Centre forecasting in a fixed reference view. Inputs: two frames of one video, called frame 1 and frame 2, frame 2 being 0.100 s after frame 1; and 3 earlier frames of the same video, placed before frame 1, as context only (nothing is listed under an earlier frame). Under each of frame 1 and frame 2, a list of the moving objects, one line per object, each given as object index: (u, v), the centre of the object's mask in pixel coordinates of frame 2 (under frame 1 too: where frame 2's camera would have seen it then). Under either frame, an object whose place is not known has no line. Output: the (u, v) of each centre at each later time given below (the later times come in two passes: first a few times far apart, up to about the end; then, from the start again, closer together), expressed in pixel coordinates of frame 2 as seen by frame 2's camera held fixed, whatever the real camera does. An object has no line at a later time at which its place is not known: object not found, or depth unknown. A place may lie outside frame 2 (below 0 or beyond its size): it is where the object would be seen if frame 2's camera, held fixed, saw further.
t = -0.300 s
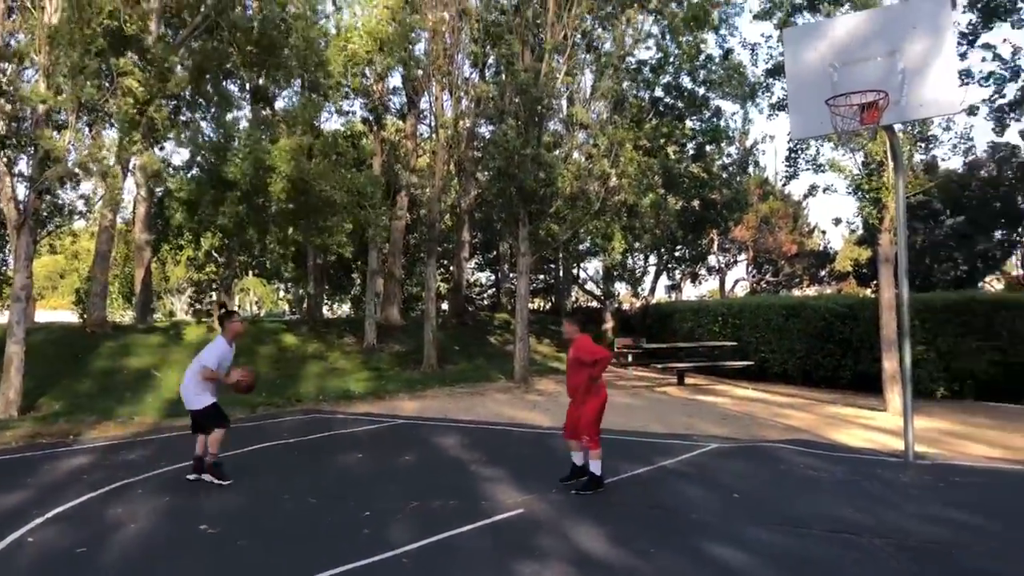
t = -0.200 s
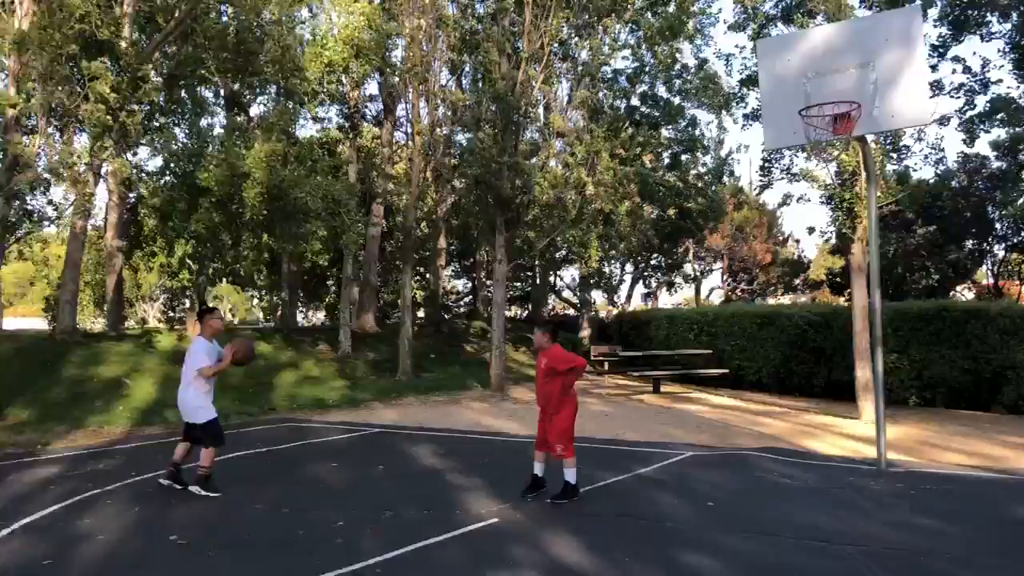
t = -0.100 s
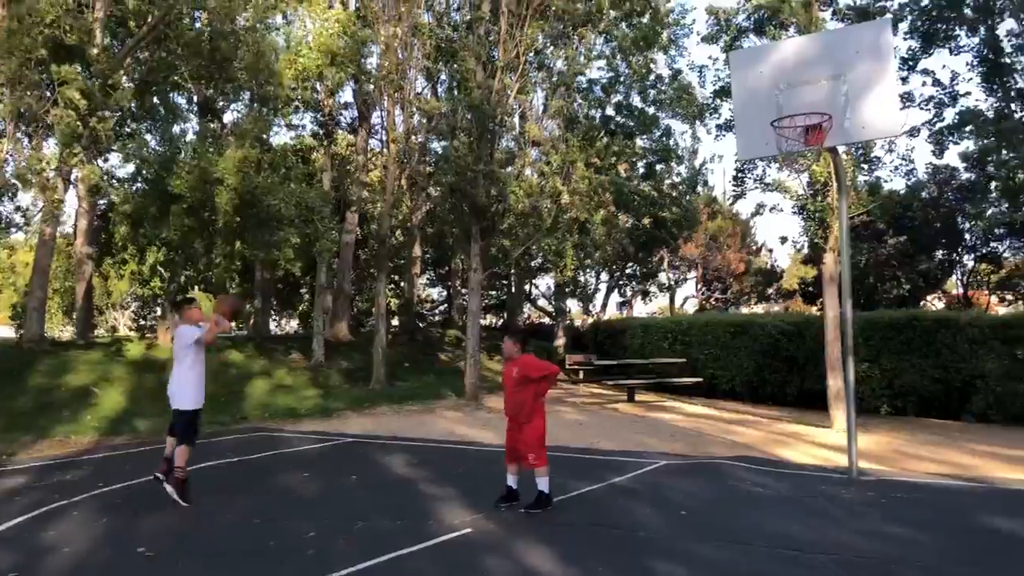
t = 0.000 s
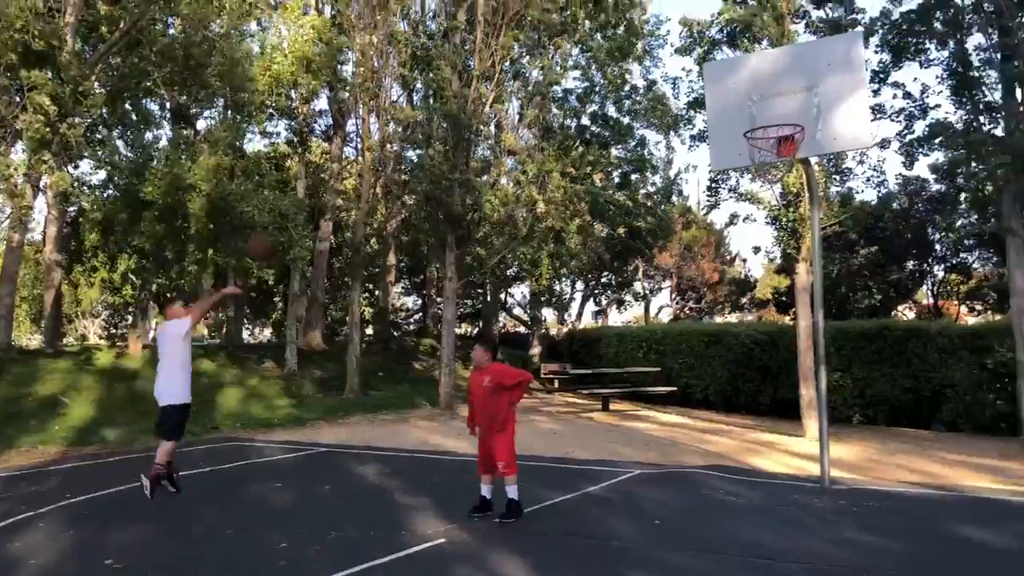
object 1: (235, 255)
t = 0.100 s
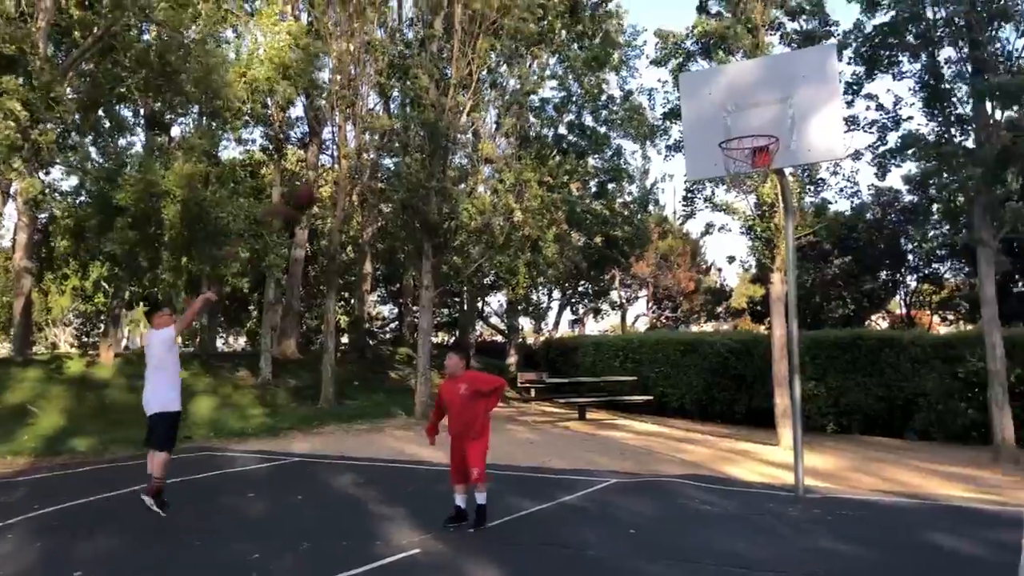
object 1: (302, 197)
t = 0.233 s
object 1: (385, 140)
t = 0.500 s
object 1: (546, 85)
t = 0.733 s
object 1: (681, 101)
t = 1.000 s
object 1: (752, 163)
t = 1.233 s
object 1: (769, 216)
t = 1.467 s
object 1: (792, 343)
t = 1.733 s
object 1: (818, 483)
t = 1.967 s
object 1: (812, 355)
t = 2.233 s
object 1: (816, 301)
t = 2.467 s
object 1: (820, 326)
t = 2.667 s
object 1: (825, 407)
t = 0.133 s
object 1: (322, 181)
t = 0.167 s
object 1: (345, 167)
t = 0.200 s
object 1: (366, 152)
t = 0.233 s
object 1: (385, 140)
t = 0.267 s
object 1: (406, 128)
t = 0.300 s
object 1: (425, 117)
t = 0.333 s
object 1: (447, 110)
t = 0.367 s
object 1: (466, 102)
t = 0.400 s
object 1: (487, 96)
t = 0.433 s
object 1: (505, 91)
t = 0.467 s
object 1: (526, 88)
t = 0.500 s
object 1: (546, 85)
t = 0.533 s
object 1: (566, 83)
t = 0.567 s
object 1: (584, 82)
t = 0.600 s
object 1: (604, 84)
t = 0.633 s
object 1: (622, 87)
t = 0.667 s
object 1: (643, 90)
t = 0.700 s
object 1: (661, 95)
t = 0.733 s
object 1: (681, 101)
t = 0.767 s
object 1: (700, 108)
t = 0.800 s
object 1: (711, 114)
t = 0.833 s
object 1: (718, 119)
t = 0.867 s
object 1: (725, 126)
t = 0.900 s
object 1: (732, 134)
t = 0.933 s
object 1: (739, 143)
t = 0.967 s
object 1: (747, 155)
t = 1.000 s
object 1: (752, 163)
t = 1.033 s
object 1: (755, 167)
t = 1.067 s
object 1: (758, 171)
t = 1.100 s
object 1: (760, 176)
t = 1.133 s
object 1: (763, 186)
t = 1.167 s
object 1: (765, 196)
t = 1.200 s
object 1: (767, 204)
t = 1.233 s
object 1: (769, 216)
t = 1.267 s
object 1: (771, 226)
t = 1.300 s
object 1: (776, 244)
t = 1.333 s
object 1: (778, 261)
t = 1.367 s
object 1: (783, 279)
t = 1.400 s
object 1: (785, 298)
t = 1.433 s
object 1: (788, 319)
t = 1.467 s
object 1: (792, 343)
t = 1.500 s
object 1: (795, 367)
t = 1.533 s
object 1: (800, 394)
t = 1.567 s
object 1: (805, 422)
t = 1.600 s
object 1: (805, 451)
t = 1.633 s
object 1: (812, 484)
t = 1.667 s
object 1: (817, 517)
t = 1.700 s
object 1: (817, 507)
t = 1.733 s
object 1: (818, 483)
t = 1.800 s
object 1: (813, 440)
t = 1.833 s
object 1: (814, 420)
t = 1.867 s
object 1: (814, 404)
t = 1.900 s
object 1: (812, 386)
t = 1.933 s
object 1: (812, 368)
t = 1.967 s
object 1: (812, 355)
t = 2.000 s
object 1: (811, 346)
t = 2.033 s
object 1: (812, 334)
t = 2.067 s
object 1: (813, 326)
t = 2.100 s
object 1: (813, 319)
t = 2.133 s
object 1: (813, 310)
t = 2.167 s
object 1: (816, 306)
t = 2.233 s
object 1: (816, 301)
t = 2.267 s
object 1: (815, 302)
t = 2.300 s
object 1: (816, 302)
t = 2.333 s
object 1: (817, 304)
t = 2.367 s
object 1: (818, 307)
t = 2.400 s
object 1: (819, 309)
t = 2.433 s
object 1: (819, 319)
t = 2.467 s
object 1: (820, 326)
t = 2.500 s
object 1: (820, 334)
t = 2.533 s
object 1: (821, 345)
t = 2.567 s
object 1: (821, 359)
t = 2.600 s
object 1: (822, 374)
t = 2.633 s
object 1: (823, 389)
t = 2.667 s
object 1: (825, 407)
